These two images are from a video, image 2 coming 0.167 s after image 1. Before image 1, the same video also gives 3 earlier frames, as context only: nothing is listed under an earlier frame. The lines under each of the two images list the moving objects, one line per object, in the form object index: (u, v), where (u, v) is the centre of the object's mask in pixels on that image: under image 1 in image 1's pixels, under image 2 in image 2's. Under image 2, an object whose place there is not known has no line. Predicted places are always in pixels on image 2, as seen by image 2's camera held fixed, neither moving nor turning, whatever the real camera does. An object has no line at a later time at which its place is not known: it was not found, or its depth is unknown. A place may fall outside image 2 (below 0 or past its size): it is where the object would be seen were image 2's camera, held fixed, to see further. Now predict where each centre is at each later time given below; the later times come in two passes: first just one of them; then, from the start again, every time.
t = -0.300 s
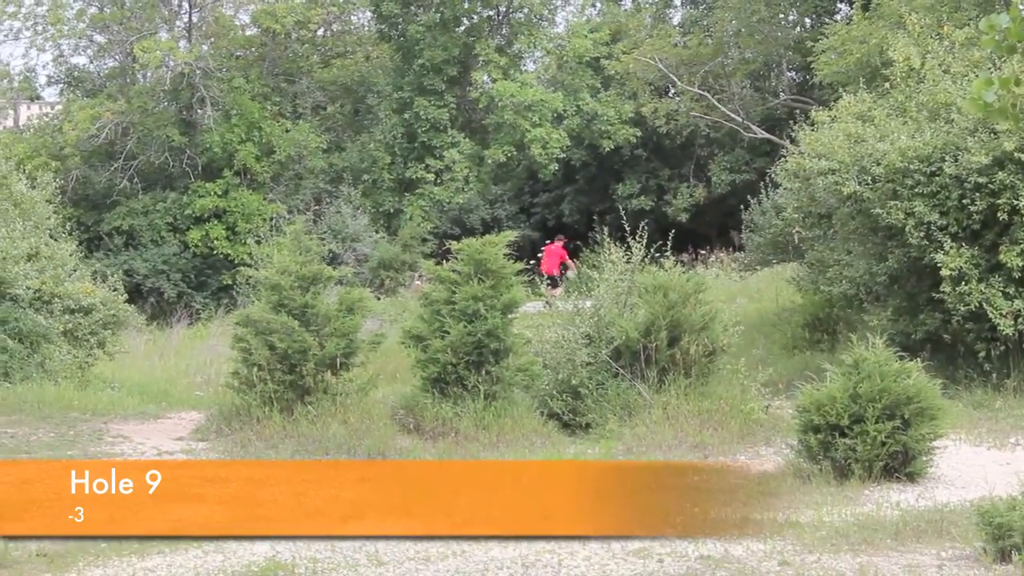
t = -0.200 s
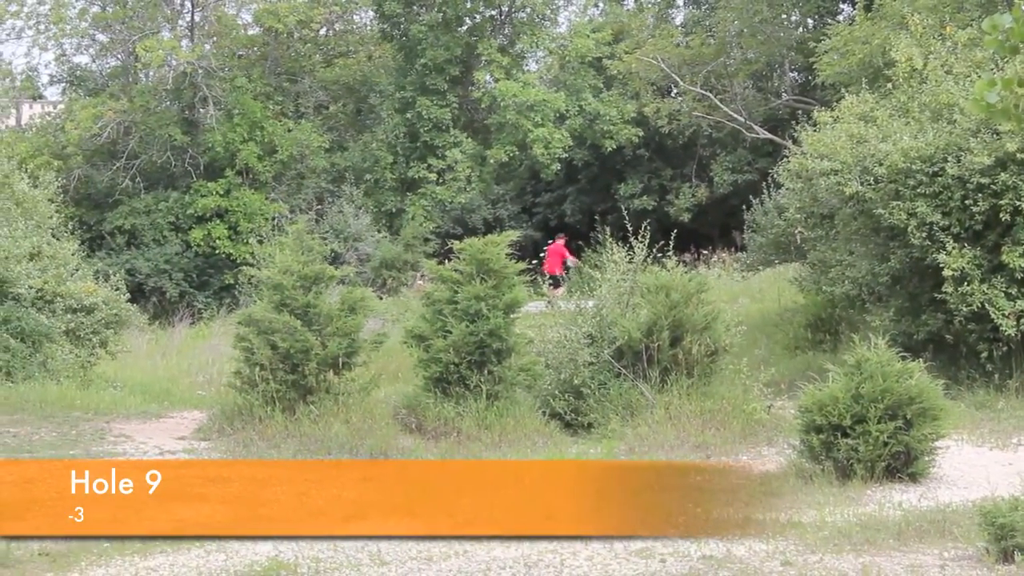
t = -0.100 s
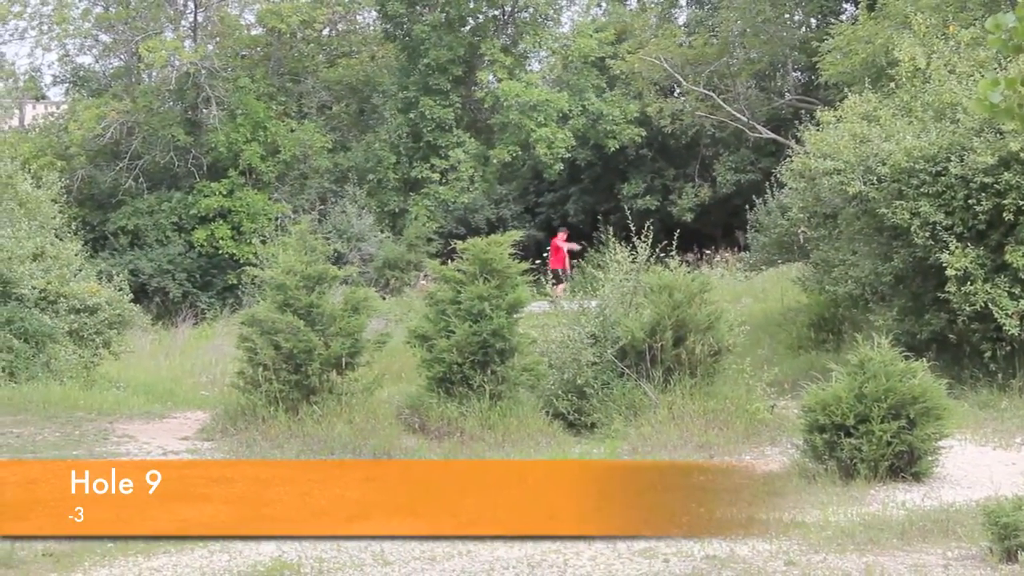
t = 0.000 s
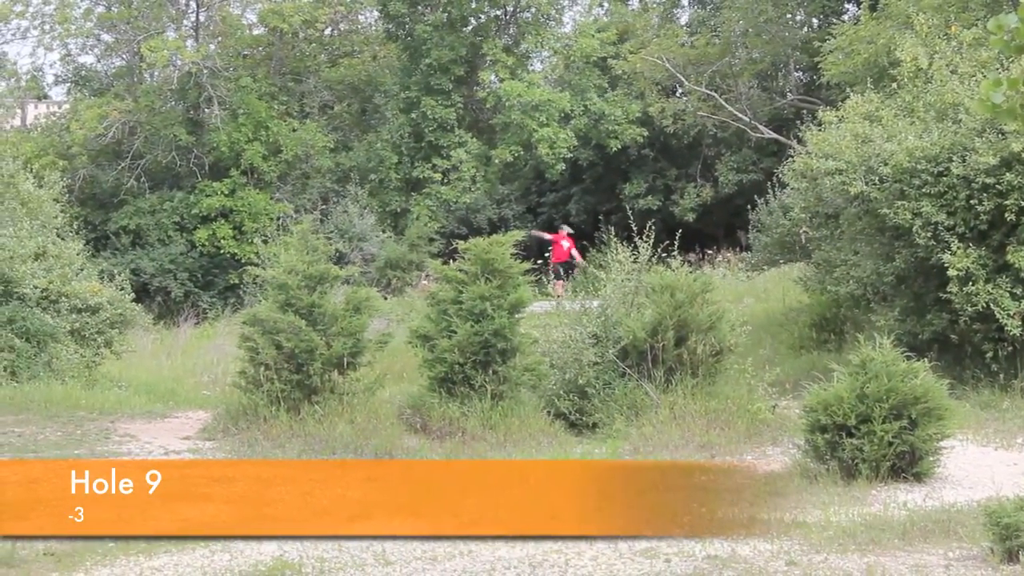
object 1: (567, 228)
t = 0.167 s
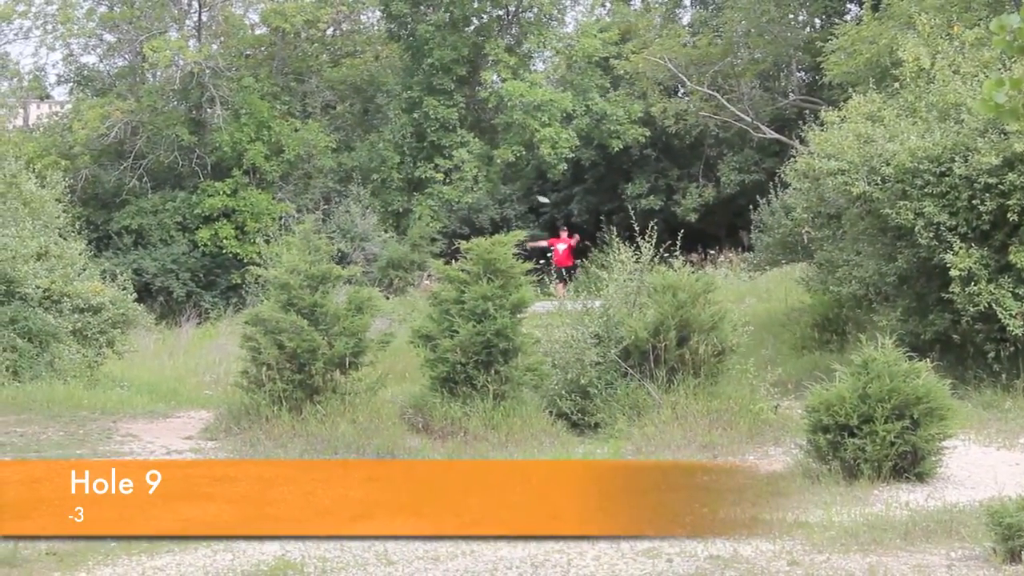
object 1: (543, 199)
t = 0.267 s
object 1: (528, 181)
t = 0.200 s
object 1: (537, 193)
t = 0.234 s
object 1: (533, 187)
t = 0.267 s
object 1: (528, 181)
